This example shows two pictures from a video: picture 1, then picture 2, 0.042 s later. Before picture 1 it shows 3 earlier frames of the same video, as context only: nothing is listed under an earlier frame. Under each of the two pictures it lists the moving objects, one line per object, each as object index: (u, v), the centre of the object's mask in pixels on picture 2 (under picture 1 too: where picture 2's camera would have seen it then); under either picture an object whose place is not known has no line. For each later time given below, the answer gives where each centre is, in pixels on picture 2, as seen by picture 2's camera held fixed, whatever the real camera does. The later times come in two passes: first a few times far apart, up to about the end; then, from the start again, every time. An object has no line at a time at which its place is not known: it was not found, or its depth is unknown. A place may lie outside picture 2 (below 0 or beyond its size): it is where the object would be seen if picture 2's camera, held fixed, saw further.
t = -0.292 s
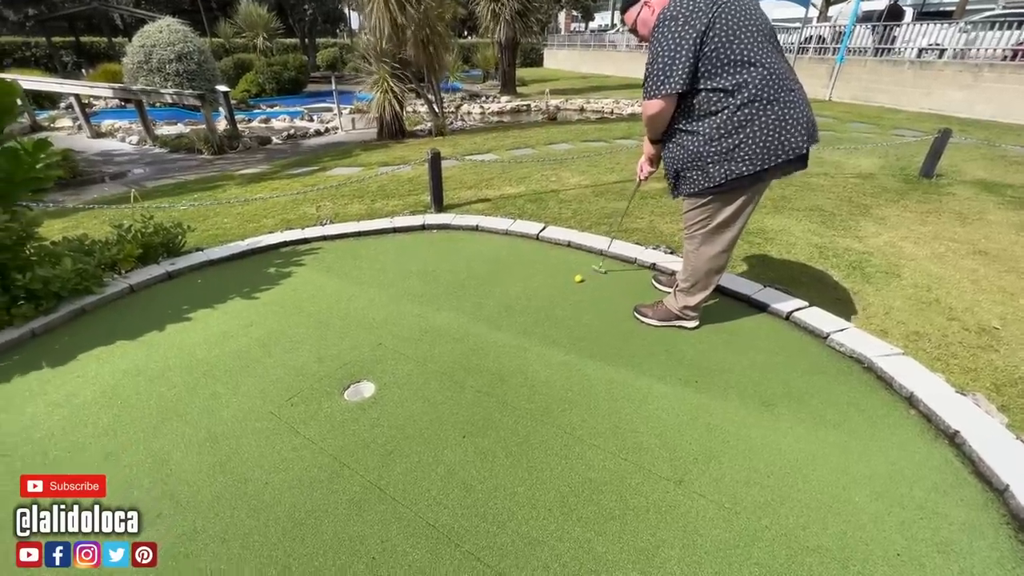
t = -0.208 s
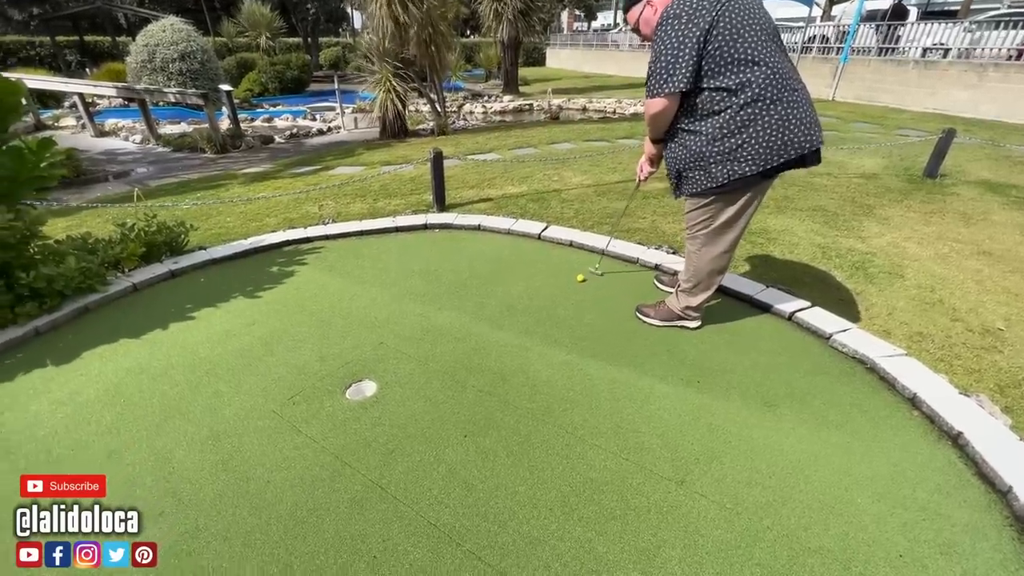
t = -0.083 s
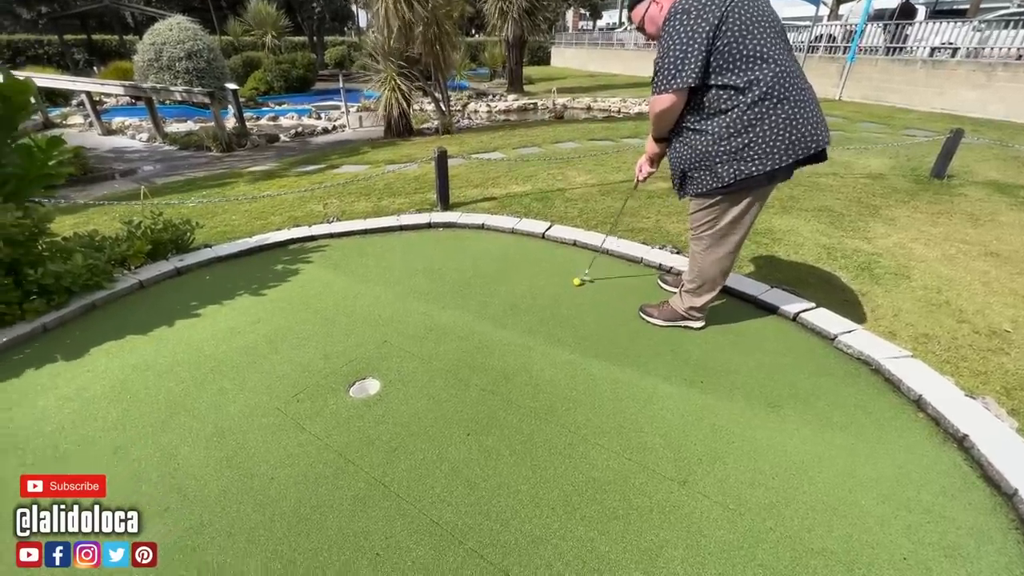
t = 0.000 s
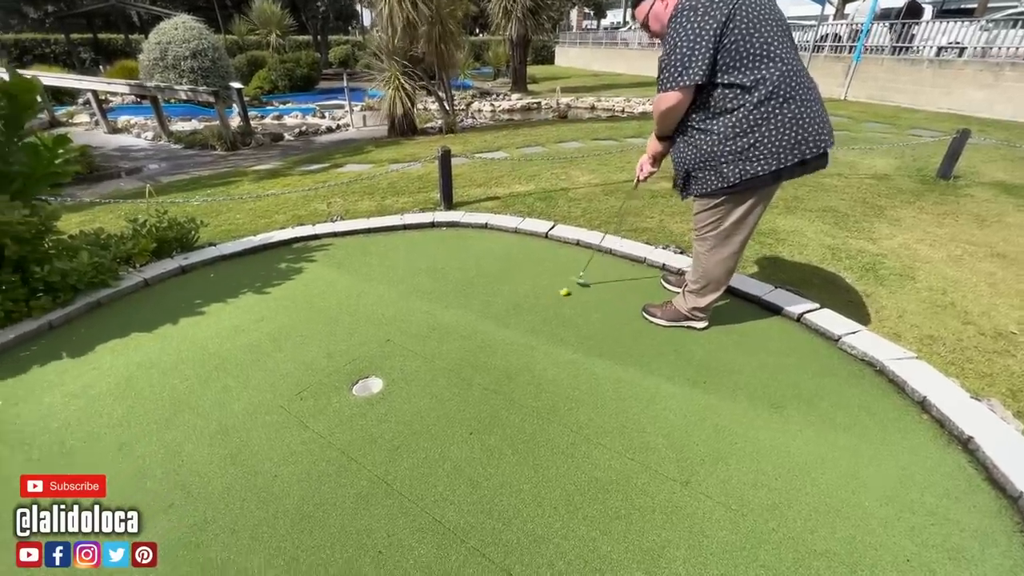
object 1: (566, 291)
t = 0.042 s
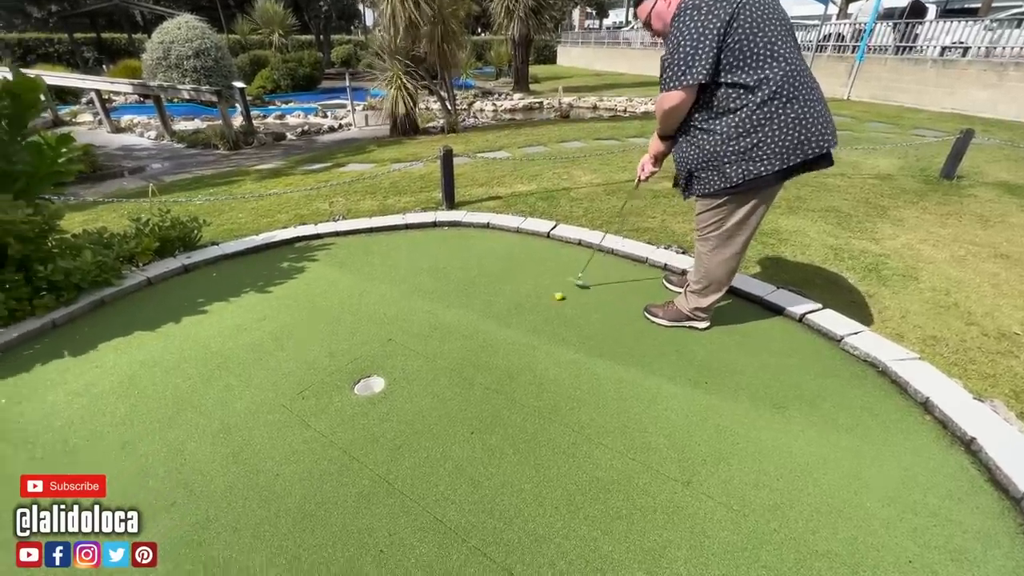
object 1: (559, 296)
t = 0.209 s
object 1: (532, 312)
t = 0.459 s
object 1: (490, 329)
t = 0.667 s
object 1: (457, 346)
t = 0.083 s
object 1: (552, 300)
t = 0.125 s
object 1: (546, 304)
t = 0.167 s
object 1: (539, 308)
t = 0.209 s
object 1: (532, 312)
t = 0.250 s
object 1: (524, 316)
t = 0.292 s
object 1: (517, 320)
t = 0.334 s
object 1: (510, 323)
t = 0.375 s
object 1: (503, 324)
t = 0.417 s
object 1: (497, 326)
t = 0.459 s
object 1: (490, 329)
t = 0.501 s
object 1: (484, 332)
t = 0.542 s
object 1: (477, 336)
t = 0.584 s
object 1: (470, 339)
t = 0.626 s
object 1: (464, 343)
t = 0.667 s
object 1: (457, 346)
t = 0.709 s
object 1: (450, 349)
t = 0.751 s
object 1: (443, 353)
